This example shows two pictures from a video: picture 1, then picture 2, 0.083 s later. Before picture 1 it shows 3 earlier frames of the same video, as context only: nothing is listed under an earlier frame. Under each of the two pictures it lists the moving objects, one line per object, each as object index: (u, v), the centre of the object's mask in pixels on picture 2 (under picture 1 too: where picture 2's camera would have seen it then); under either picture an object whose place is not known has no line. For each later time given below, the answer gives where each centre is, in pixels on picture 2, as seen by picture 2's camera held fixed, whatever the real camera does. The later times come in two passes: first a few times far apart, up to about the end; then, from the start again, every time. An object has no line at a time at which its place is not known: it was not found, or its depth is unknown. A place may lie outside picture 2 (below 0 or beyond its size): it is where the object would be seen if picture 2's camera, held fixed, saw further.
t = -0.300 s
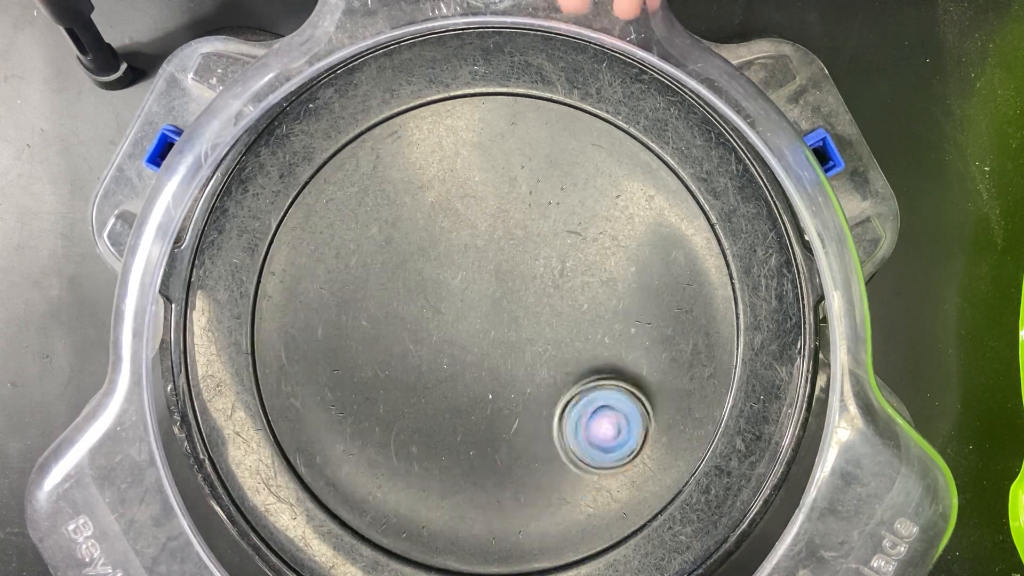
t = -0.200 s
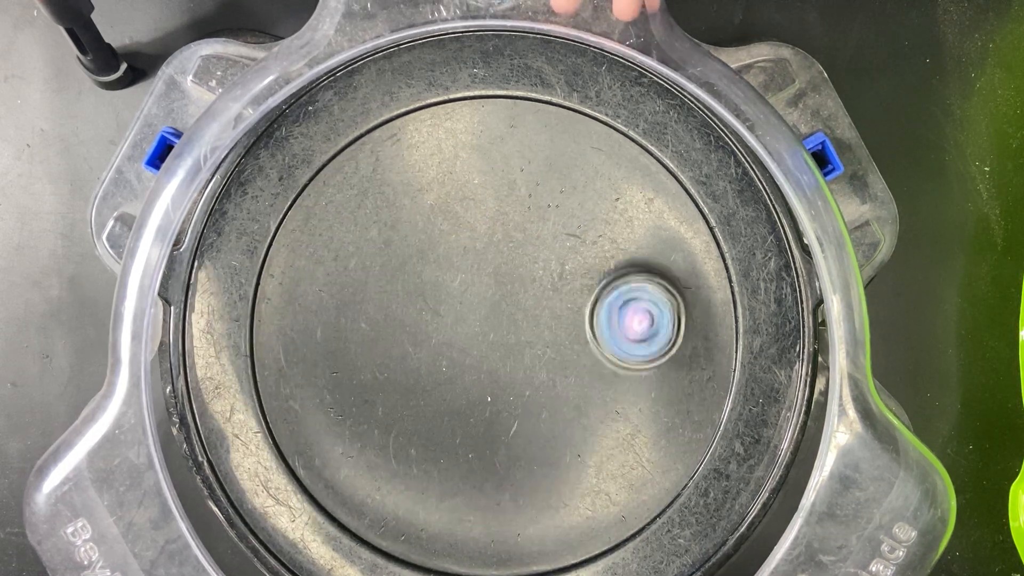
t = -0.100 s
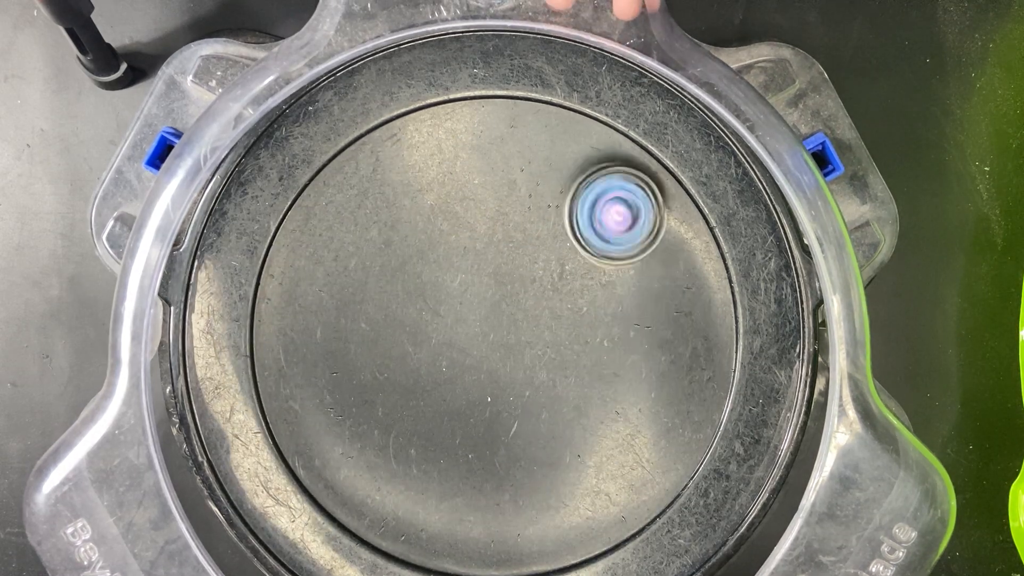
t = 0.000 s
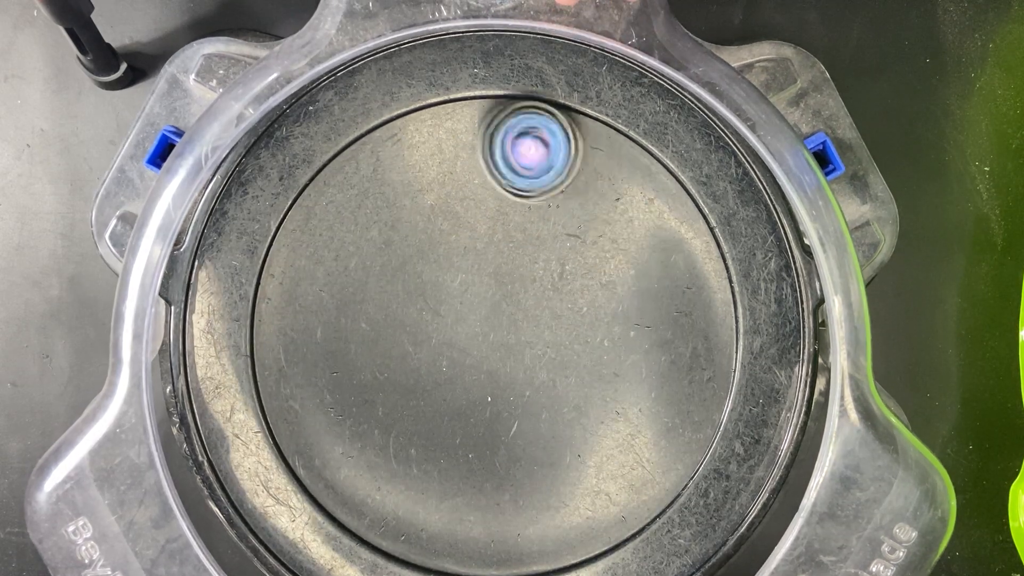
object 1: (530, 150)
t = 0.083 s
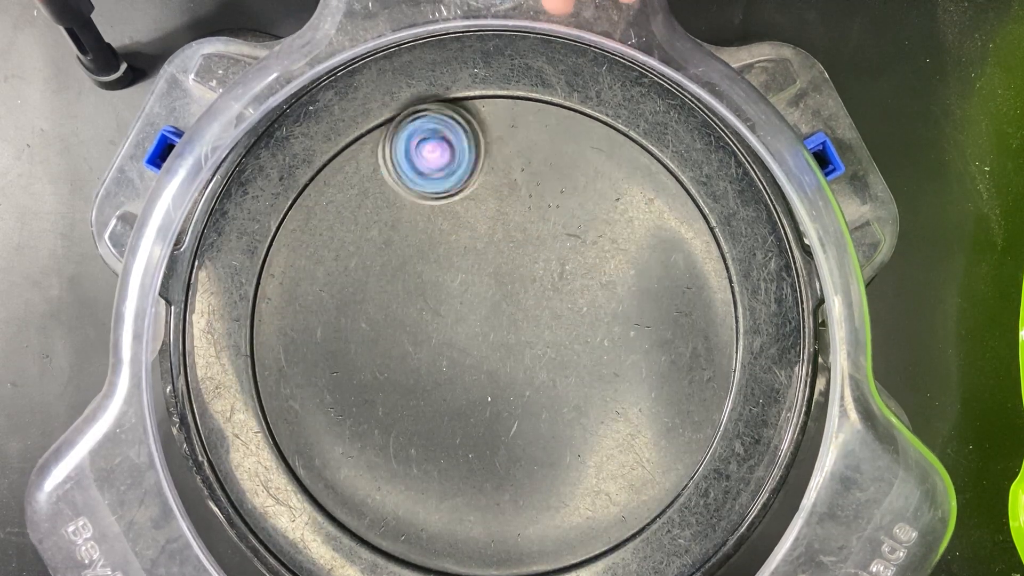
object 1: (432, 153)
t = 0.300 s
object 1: (320, 350)
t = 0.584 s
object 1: (543, 518)
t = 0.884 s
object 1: (702, 328)
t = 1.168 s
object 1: (476, 202)
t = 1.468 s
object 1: (360, 461)
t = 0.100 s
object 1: (414, 160)
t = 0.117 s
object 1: (397, 170)
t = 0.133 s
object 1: (381, 181)
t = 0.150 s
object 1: (367, 194)
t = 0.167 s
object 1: (355, 208)
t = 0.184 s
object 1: (344, 223)
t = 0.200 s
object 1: (334, 240)
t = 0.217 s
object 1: (327, 258)
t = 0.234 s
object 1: (321, 275)
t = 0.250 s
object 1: (318, 294)
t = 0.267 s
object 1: (317, 314)
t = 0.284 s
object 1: (318, 332)
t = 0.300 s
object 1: (320, 350)
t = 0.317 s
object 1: (325, 369)
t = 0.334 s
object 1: (332, 385)
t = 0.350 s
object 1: (340, 400)
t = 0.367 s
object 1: (350, 416)
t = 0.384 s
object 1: (361, 430)
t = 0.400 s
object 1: (373, 443)
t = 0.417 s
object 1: (386, 456)
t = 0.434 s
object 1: (400, 469)
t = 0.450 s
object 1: (414, 479)
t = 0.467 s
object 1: (428, 489)
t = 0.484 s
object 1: (444, 498)
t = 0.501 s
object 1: (460, 505)
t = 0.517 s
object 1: (476, 511)
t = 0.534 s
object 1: (493, 515)
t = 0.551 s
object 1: (510, 518)
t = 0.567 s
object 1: (526, 519)
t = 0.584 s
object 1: (543, 518)
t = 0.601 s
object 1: (560, 516)
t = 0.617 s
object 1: (577, 512)
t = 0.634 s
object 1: (591, 507)
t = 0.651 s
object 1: (607, 498)
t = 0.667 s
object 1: (621, 490)
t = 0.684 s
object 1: (633, 480)
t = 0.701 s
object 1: (646, 471)
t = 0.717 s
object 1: (656, 460)
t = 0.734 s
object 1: (665, 448)
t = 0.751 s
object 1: (673, 435)
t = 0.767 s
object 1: (680, 423)
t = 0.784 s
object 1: (686, 410)
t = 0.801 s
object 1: (691, 397)
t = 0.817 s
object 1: (696, 383)
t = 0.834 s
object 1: (700, 370)
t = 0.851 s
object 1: (702, 356)
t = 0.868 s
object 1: (703, 342)
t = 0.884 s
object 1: (702, 328)
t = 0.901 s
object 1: (699, 313)
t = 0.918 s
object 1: (694, 300)
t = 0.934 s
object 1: (689, 286)
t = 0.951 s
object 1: (681, 273)
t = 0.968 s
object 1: (672, 260)
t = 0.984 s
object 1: (661, 247)
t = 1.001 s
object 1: (649, 234)
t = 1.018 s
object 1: (635, 224)
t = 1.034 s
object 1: (620, 215)
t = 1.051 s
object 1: (604, 207)
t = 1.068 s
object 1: (586, 200)
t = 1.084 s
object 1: (568, 196)
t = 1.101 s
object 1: (551, 193)
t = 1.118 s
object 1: (532, 193)
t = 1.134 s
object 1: (513, 193)
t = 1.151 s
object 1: (494, 197)
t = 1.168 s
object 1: (476, 202)
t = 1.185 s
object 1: (458, 209)
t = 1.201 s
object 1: (442, 217)
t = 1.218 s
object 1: (426, 227)
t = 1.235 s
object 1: (412, 237)
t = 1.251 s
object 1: (399, 250)
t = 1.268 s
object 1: (387, 263)
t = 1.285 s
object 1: (377, 278)
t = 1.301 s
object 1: (368, 294)
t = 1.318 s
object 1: (360, 310)
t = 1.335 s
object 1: (354, 326)
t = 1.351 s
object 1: (350, 343)
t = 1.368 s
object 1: (347, 360)
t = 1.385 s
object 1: (346, 378)
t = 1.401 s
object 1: (347, 394)
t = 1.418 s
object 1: (349, 411)
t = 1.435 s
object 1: (351, 428)
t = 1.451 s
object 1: (356, 445)
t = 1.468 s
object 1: (360, 461)
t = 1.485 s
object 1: (365, 478)
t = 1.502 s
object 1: (372, 495)
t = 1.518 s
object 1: (377, 511)
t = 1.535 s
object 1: (384, 526)
